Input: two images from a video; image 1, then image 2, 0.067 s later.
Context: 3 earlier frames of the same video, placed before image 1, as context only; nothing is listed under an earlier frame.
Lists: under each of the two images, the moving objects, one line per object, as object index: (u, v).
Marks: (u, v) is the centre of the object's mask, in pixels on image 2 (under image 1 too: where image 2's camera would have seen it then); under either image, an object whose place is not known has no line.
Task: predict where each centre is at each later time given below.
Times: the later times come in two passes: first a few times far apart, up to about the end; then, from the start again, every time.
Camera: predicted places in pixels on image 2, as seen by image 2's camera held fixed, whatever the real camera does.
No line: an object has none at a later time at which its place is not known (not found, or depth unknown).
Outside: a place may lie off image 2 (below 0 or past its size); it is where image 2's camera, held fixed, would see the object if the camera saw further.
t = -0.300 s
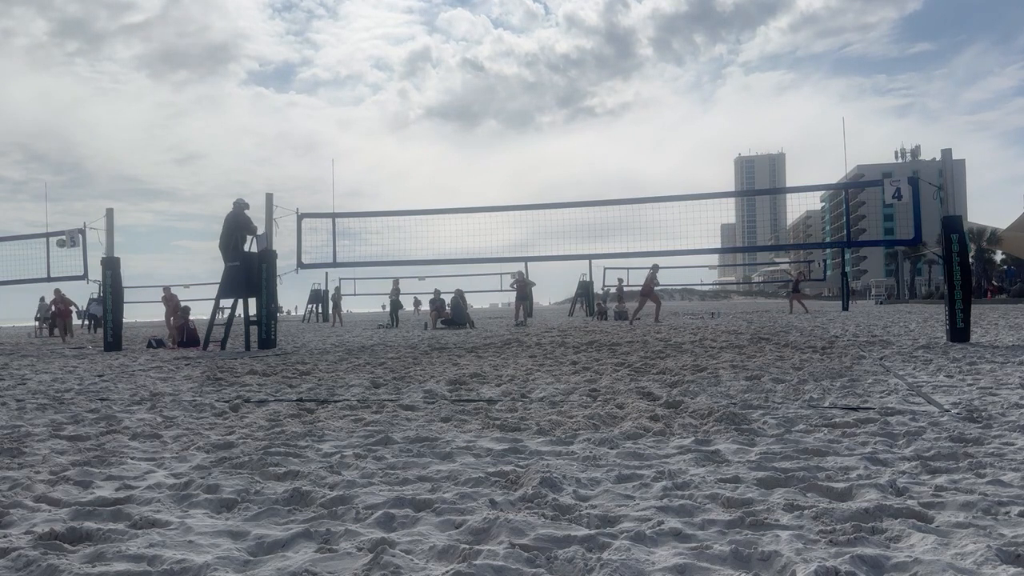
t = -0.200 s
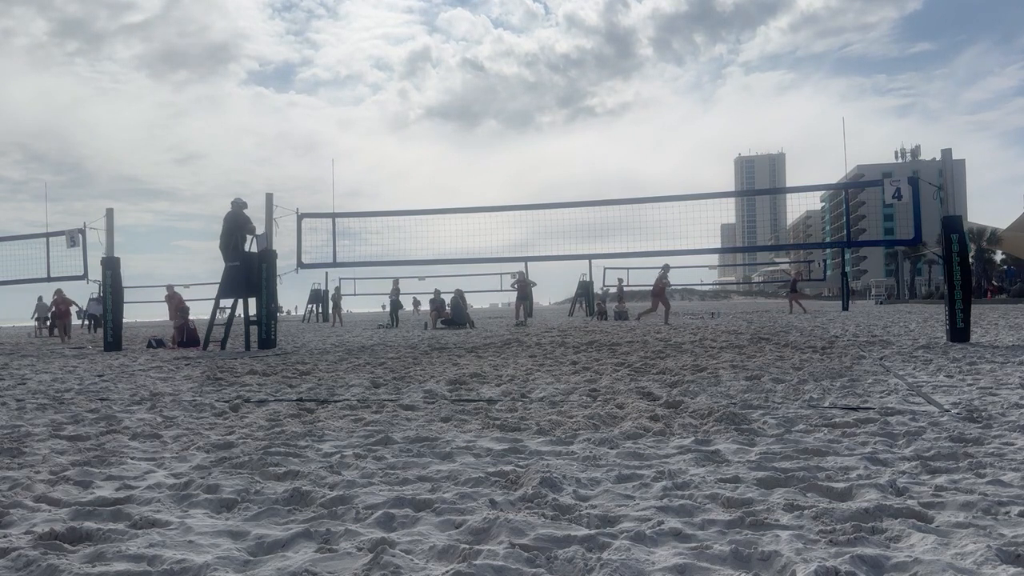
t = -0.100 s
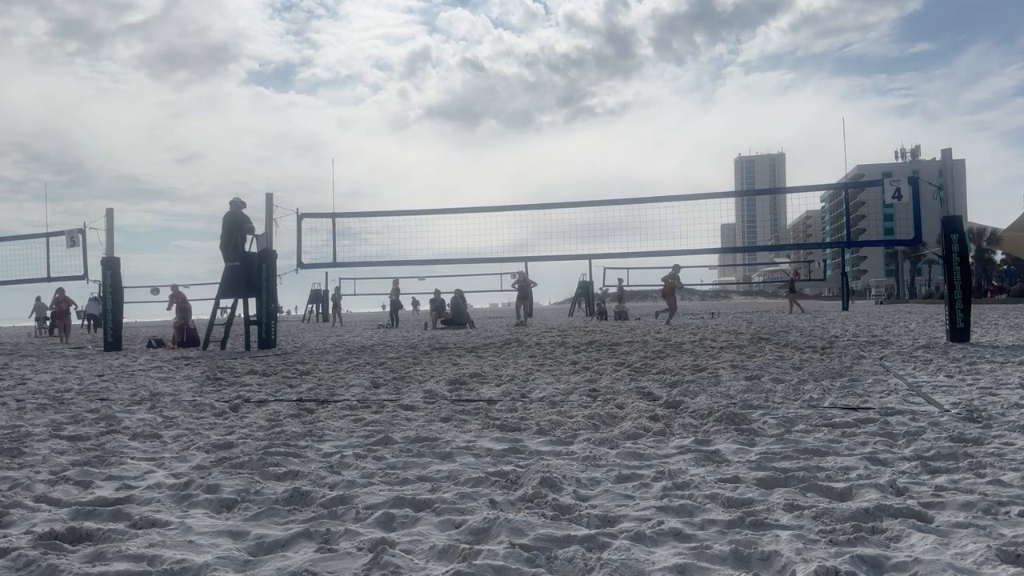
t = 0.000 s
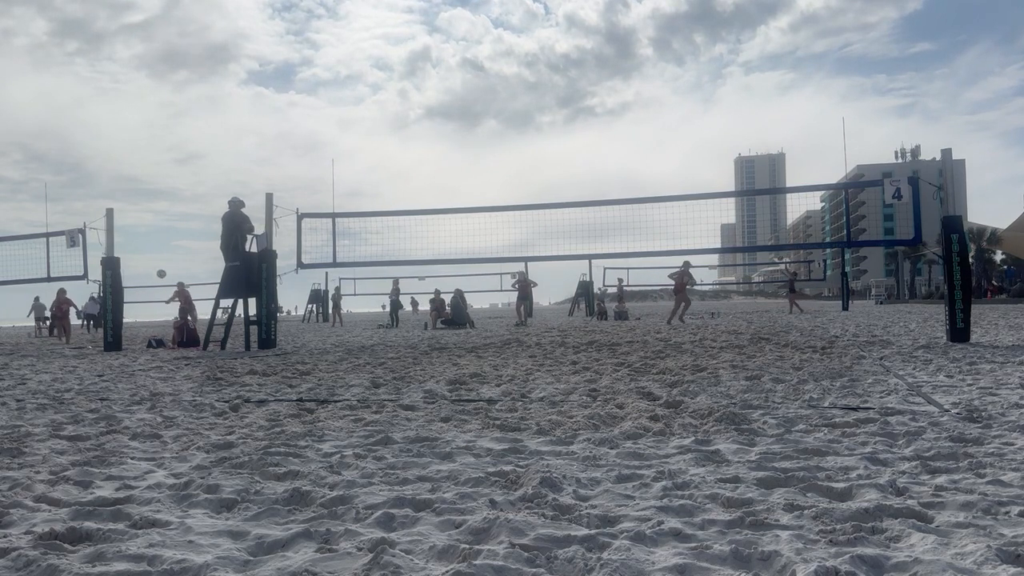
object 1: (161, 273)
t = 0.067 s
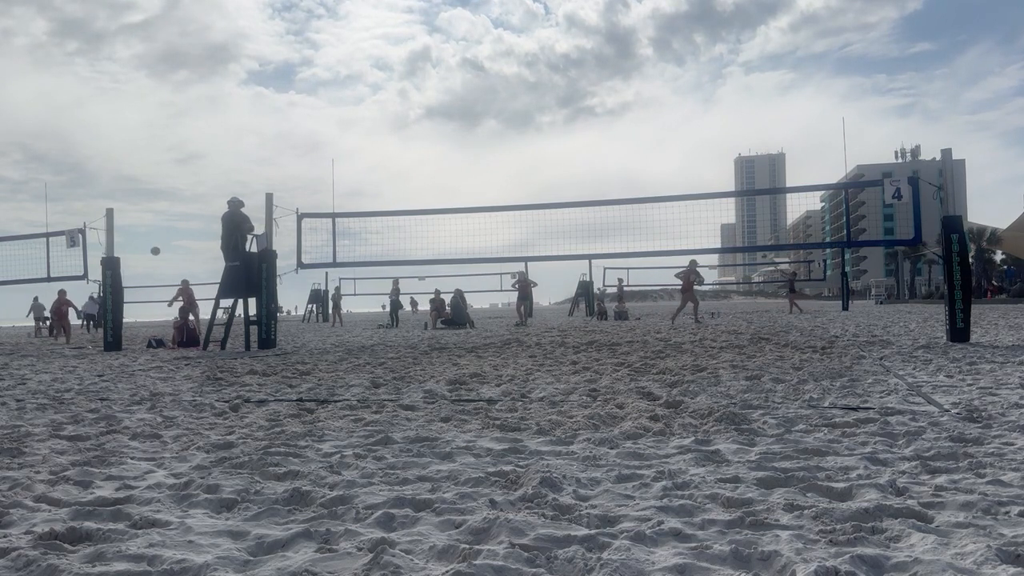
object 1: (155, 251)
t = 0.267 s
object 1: (140, 195)
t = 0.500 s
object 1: (126, 152)
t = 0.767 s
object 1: (115, 132)
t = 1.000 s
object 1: (108, 137)
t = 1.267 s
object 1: (102, 168)
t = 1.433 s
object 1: (100, 200)
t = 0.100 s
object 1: (152, 240)
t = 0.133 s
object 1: (150, 230)
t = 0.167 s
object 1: (147, 221)
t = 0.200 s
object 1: (145, 211)
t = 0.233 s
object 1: (142, 203)
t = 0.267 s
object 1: (140, 195)
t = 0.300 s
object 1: (138, 187)
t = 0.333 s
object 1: (135, 179)
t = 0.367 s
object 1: (133, 173)
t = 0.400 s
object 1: (132, 167)
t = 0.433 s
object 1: (130, 162)
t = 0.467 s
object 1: (128, 156)
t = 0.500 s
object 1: (126, 152)
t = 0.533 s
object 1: (125, 148)
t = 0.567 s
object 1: (123, 144)
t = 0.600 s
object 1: (122, 141)
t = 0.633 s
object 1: (120, 138)
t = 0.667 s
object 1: (119, 136)
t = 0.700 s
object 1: (118, 134)
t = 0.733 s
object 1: (116, 132)
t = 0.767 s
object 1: (115, 132)
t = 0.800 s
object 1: (114, 131)
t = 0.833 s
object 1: (113, 131)
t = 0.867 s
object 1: (112, 132)
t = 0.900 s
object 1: (111, 132)
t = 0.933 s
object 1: (110, 133)
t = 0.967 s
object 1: (109, 135)
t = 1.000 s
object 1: (108, 137)
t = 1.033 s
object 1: (107, 140)
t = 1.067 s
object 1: (107, 143)
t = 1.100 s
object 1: (106, 146)
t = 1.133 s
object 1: (105, 149)
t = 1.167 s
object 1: (104, 154)
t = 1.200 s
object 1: (104, 158)
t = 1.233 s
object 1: (103, 163)
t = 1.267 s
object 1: (102, 168)
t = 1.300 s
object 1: (102, 174)
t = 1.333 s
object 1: (101, 180)
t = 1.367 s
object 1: (100, 186)
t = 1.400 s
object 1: (100, 193)
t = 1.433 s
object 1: (100, 200)
